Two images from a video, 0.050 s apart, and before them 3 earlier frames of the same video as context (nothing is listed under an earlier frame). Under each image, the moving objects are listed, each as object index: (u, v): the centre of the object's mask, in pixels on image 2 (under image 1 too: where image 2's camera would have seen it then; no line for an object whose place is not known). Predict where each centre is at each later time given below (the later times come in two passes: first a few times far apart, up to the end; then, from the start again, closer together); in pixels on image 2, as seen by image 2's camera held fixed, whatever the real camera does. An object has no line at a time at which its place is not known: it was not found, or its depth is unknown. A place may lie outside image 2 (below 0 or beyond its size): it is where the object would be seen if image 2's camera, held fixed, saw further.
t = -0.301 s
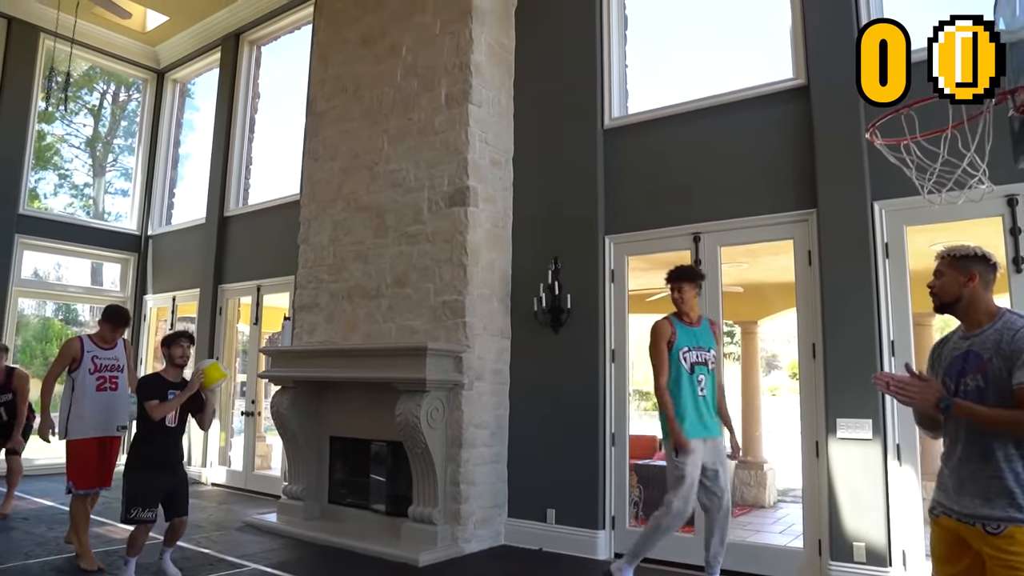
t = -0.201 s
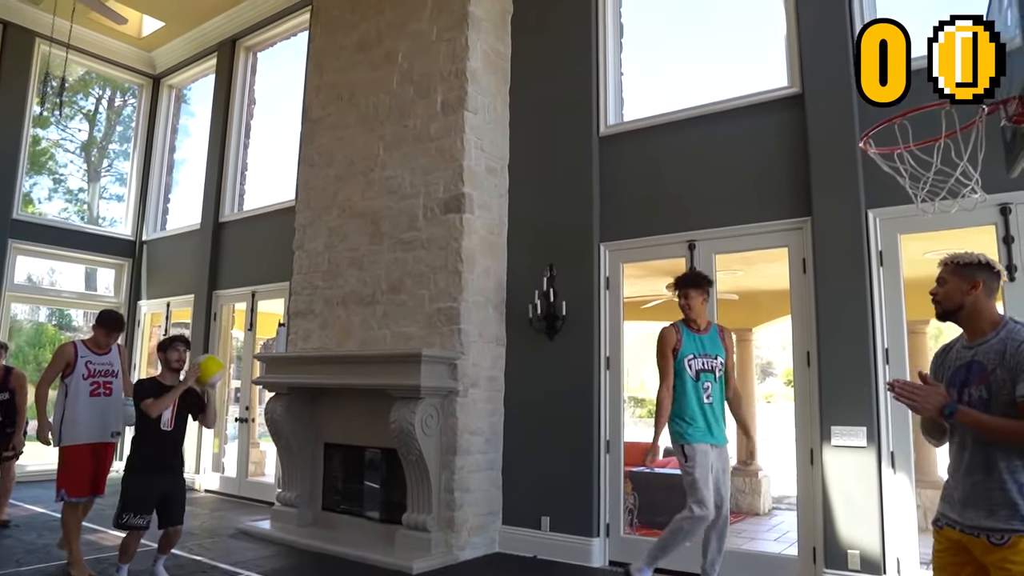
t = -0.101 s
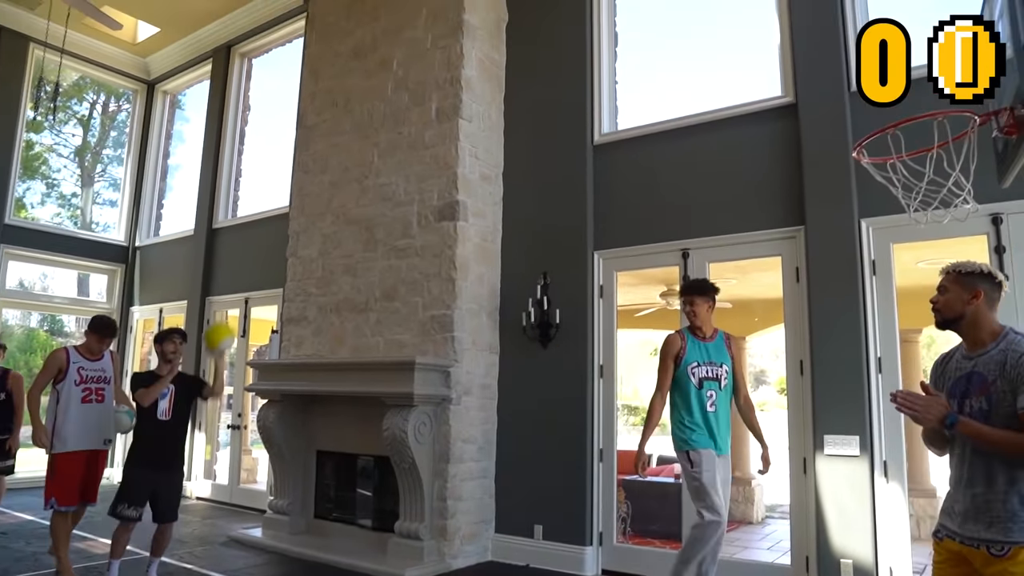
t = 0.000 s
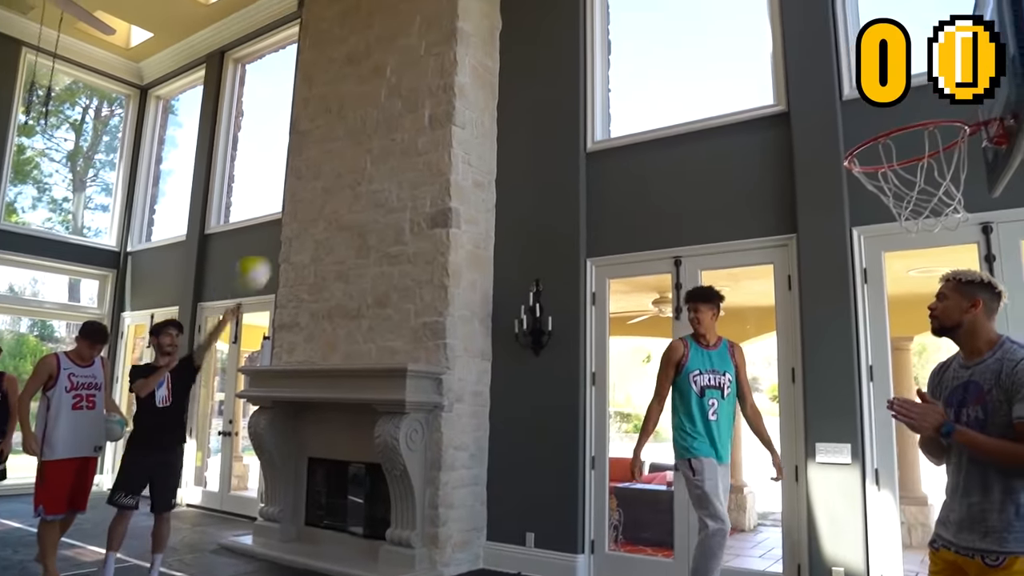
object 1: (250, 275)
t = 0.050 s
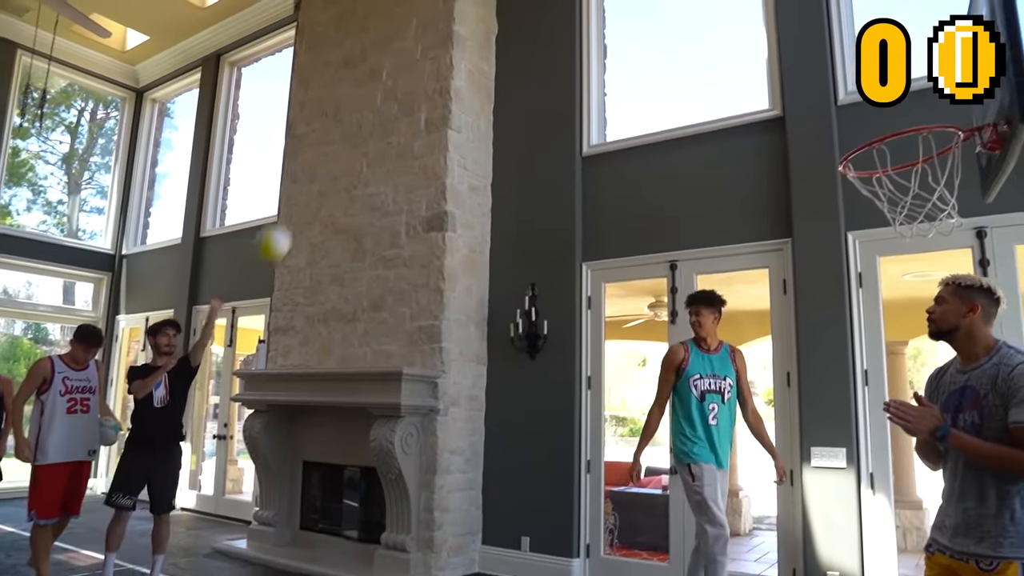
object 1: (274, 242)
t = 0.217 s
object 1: (368, 144)
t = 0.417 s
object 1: (504, 70)
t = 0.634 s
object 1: (705, 61)
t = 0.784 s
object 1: (919, 127)
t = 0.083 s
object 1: (292, 220)
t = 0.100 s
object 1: (302, 210)
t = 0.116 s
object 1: (311, 200)
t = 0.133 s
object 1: (320, 190)
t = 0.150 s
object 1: (331, 180)
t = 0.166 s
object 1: (341, 170)
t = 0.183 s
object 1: (350, 162)
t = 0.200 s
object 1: (360, 153)
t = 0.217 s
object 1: (368, 144)
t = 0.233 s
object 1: (379, 136)
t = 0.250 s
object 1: (389, 128)
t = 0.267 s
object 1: (399, 121)
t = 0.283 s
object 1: (409, 114)
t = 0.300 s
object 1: (420, 107)
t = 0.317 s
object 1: (431, 101)
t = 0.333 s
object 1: (442, 94)
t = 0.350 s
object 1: (455, 87)
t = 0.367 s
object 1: (466, 82)
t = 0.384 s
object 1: (478, 78)
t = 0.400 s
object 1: (490, 74)
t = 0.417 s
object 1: (504, 70)
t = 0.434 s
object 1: (515, 66)
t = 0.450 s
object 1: (527, 64)
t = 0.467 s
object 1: (541, 61)
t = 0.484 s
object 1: (554, 59)
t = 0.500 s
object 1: (568, 56)
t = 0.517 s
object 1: (582, 55)
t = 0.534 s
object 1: (599, 53)
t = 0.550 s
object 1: (615, 54)
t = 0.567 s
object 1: (632, 54)
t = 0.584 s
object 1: (649, 55)
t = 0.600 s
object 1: (667, 57)
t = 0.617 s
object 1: (686, 59)
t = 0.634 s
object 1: (705, 61)
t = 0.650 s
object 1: (725, 65)
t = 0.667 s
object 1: (746, 69)
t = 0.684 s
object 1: (777, 75)
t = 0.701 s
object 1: (800, 79)
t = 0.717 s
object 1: (819, 86)
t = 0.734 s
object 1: (841, 96)
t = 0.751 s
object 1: (868, 105)
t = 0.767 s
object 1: (897, 117)
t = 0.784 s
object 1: (919, 127)
